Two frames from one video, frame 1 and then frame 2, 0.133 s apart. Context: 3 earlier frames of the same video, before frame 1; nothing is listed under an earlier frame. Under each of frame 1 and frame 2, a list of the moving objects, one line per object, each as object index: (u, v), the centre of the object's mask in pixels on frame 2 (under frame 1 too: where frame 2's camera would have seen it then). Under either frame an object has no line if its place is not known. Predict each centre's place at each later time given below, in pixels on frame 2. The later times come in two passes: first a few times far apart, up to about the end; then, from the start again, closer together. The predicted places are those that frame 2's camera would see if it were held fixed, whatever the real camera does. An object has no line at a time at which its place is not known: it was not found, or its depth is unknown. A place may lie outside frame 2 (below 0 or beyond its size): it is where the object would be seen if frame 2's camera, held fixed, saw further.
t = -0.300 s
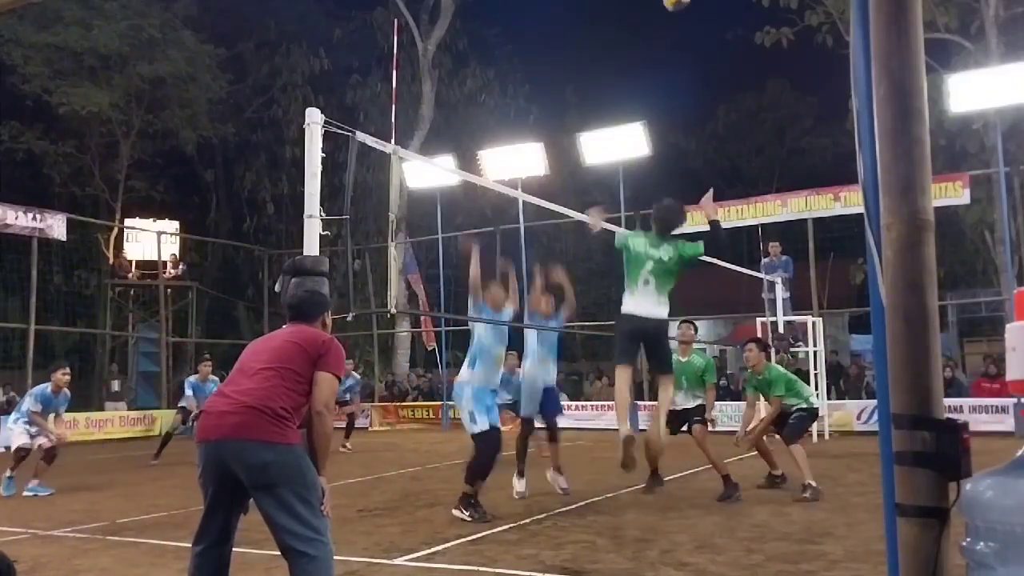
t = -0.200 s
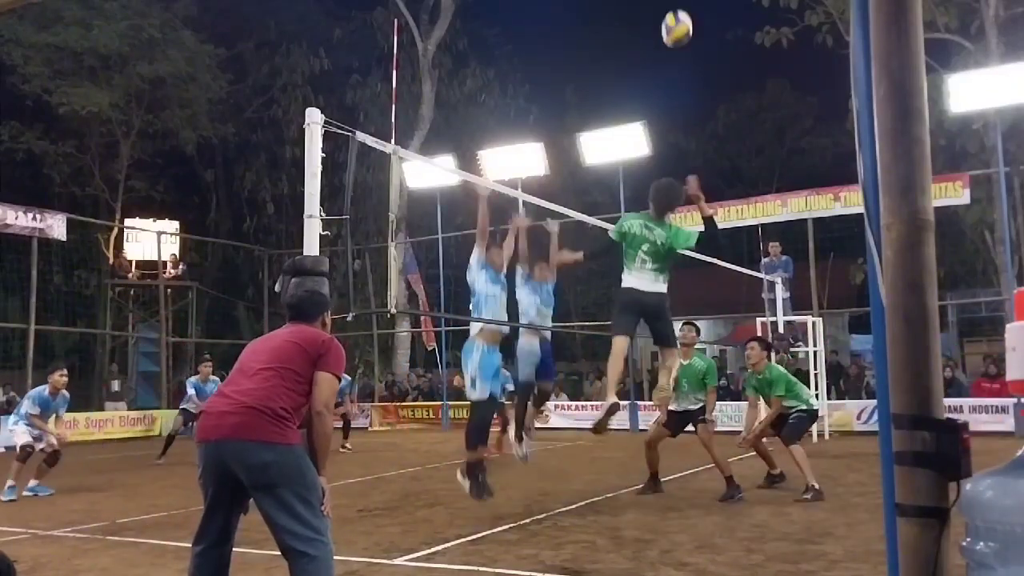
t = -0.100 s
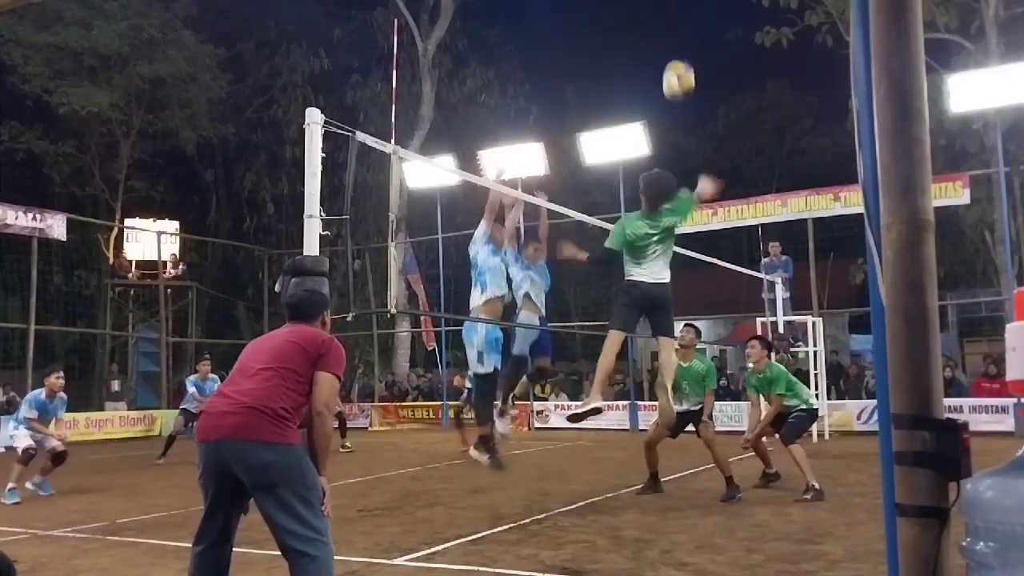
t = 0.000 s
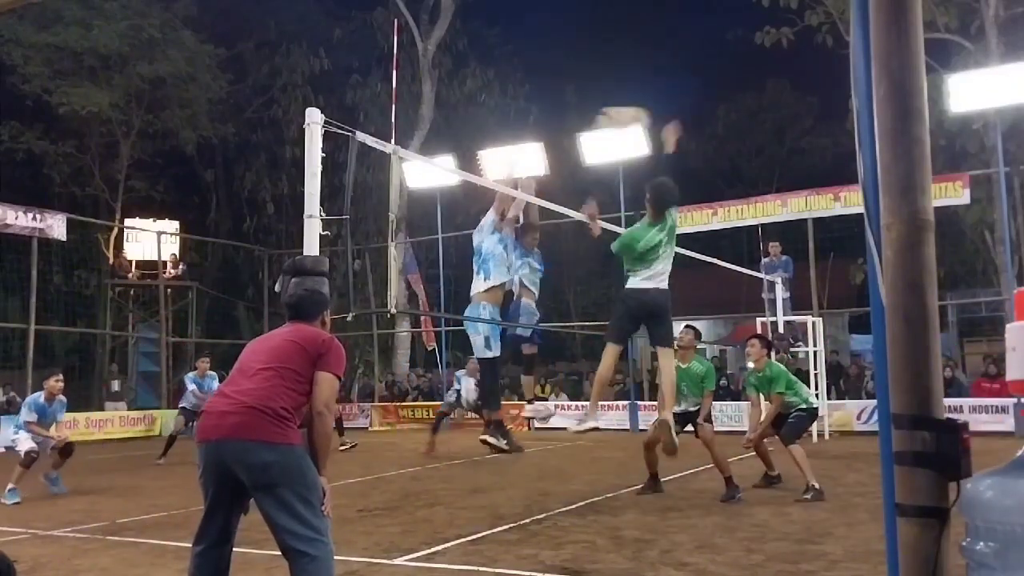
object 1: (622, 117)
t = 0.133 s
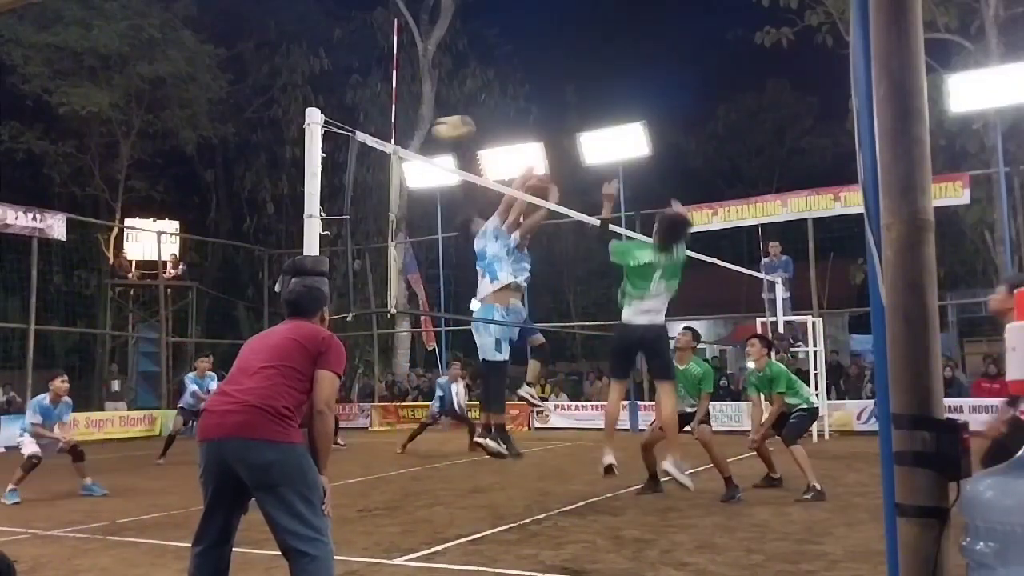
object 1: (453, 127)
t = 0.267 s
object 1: (333, 151)
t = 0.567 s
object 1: (129, 250)
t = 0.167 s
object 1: (419, 132)
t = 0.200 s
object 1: (389, 135)
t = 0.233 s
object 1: (350, 146)
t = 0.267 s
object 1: (333, 151)
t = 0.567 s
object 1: (129, 250)
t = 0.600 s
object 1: (116, 261)
